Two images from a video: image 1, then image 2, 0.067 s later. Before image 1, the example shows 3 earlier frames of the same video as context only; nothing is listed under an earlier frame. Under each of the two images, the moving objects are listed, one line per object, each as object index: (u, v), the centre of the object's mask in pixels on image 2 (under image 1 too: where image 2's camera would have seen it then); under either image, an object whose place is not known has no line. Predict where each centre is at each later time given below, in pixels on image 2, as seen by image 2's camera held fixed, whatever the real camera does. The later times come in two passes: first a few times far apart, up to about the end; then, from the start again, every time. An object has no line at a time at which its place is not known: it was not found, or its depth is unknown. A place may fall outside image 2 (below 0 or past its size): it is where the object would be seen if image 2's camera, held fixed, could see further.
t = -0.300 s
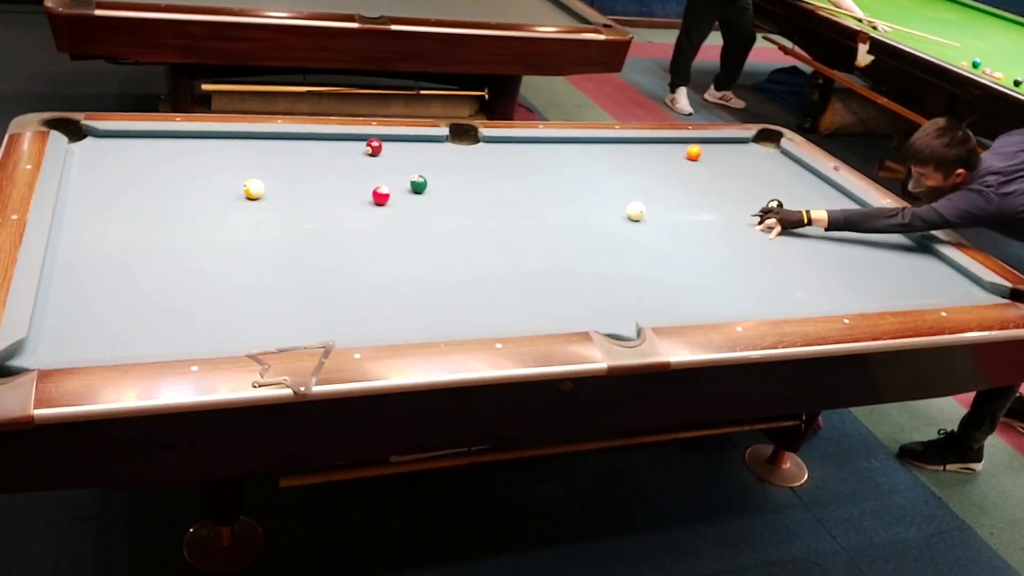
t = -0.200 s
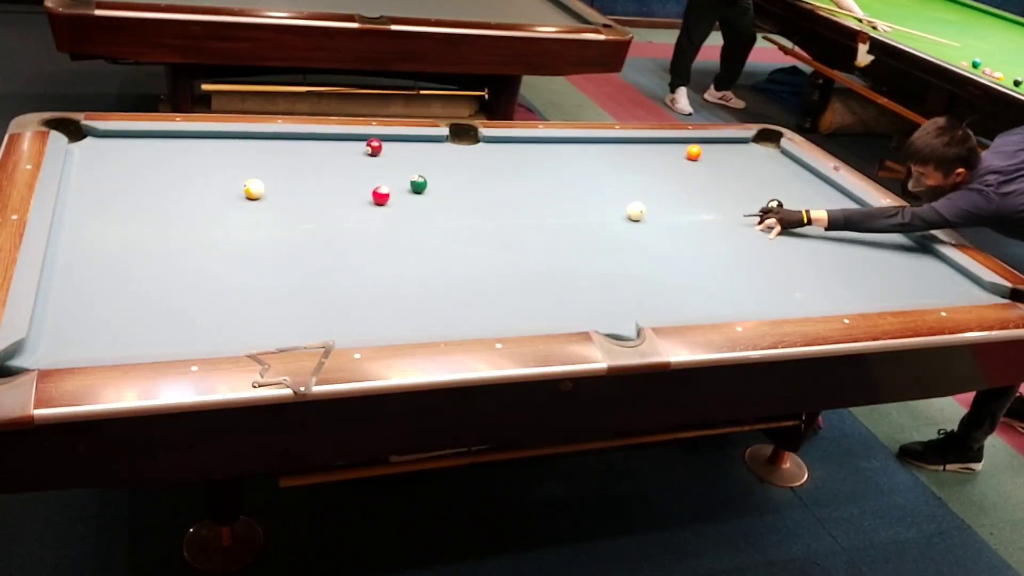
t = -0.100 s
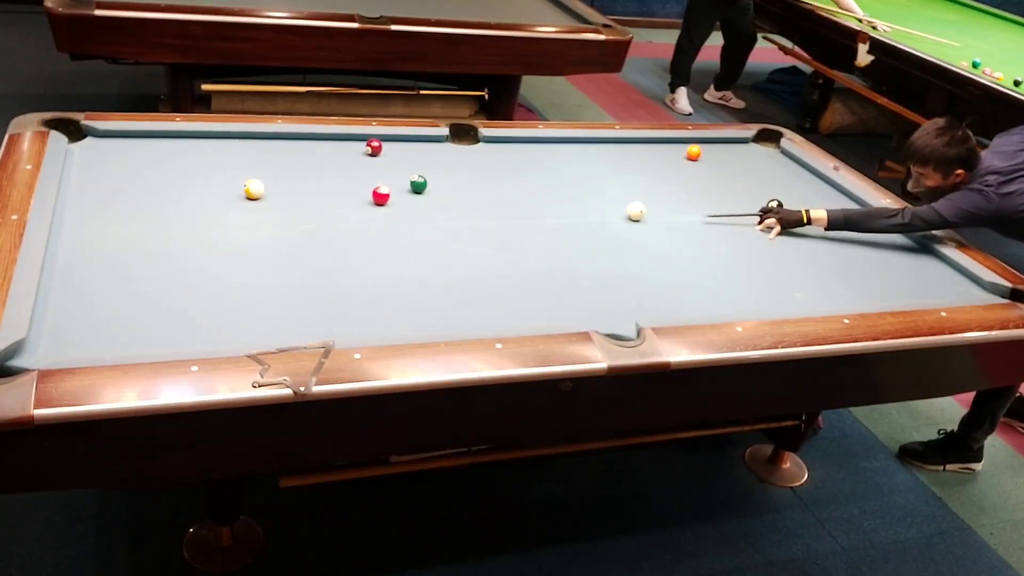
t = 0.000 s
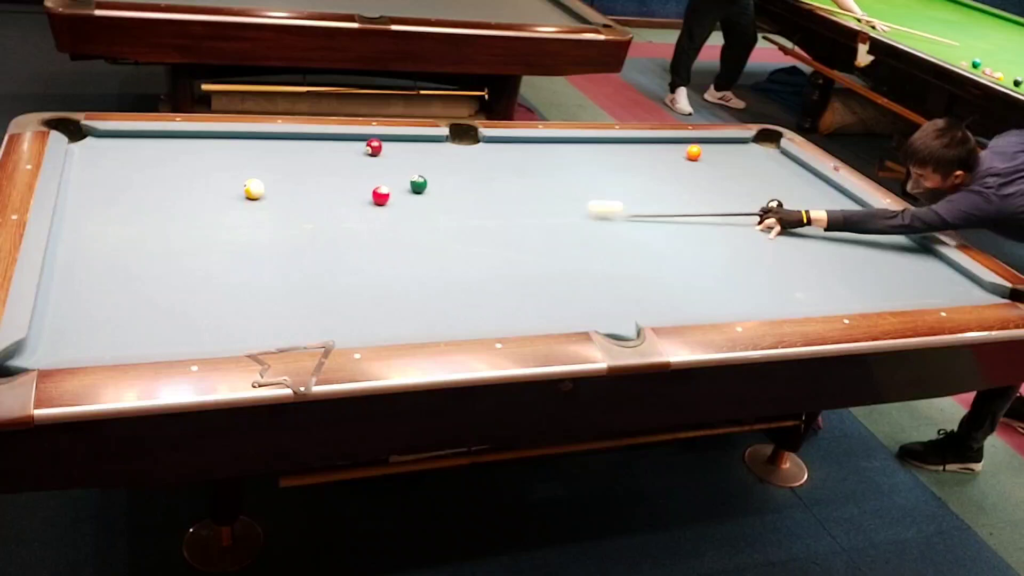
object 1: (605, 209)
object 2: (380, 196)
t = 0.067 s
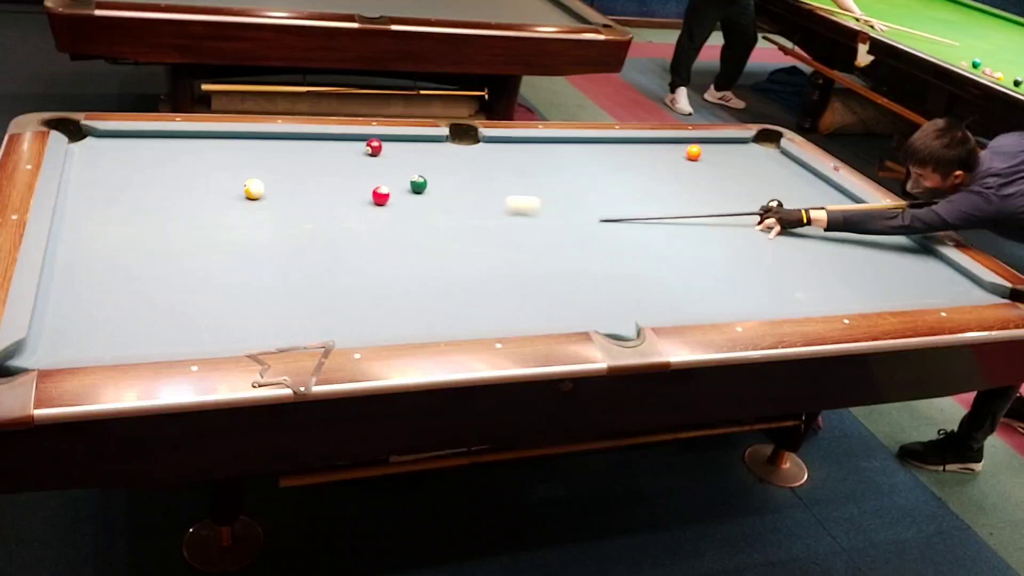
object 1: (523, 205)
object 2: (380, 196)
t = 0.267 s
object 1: (391, 211)
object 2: (271, 175)
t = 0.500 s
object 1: (383, 235)
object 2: (74, 132)
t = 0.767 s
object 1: (372, 266)
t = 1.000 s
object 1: (362, 296)
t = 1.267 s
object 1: (350, 330)
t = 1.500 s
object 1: (349, 320)
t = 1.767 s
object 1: (347, 304)
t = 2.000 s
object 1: (345, 292)
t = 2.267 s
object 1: (344, 280)
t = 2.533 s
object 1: (342, 269)
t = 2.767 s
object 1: (342, 261)
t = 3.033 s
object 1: (340, 253)
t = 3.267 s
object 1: (340, 247)
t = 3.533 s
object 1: (339, 241)
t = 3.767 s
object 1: (338, 237)
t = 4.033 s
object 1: (337, 233)
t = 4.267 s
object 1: (336, 230)
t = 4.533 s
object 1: (335, 228)
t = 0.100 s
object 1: (481, 203)
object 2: (380, 196)
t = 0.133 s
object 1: (442, 200)
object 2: (381, 196)
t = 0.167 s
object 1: (402, 199)
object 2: (378, 195)
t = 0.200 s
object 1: (396, 203)
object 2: (343, 188)
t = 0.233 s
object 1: (393, 207)
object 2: (306, 182)
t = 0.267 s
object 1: (391, 211)
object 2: (271, 175)
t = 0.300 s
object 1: (390, 214)
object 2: (235, 168)
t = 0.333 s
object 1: (388, 218)
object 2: (201, 162)
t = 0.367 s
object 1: (387, 221)
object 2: (169, 157)
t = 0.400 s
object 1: (386, 224)
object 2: (137, 151)
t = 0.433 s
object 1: (385, 228)
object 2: (107, 144)
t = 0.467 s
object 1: (384, 232)
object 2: (79, 139)
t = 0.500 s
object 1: (383, 235)
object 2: (74, 132)
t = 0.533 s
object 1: (381, 239)
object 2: (70, 128)
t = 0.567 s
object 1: (380, 243)
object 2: (63, 130)
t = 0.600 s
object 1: (379, 247)
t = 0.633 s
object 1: (378, 250)
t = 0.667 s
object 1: (376, 254)
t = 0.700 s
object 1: (375, 258)
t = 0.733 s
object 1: (374, 262)
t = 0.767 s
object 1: (372, 266)
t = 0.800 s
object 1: (371, 270)
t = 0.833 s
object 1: (370, 275)
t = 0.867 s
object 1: (368, 279)
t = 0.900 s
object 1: (367, 283)
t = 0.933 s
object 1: (365, 287)
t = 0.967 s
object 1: (364, 292)
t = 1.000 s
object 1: (362, 296)
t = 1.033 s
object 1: (361, 300)
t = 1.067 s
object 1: (359, 305)
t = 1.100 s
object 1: (358, 310)
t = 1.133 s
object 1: (356, 315)
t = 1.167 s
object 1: (355, 320)
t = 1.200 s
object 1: (353, 324)
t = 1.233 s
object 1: (352, 327)
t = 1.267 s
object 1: (350, 330)
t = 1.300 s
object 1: (349, 329)
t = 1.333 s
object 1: (349, 328)
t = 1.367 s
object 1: (349, 326)
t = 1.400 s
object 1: (349, 325)
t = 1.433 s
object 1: (349, 324)
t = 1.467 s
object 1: (349, 321)
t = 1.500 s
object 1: (349, 320)
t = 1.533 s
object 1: (348, 318)
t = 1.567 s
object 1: (348, 315)
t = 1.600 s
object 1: (348, 314)
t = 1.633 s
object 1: (348, 312)
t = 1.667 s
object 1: (347, 310)
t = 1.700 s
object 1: (347, 308)
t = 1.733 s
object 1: (347, 306)
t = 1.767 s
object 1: (347, 304)
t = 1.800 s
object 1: (346, 302)
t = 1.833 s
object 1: (346, 300)
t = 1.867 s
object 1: (346, 299)
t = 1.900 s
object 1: (346, 297)
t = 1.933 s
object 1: (346, 295)
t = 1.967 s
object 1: (346, 294)
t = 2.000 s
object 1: (345, 292)
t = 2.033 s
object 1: (345, 291)
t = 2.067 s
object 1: (345, 289)
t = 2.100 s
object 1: (345, 287)
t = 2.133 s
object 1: (345, 286)
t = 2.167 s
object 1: (344, 284)
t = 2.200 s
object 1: (344, 283)
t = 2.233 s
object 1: (344, 281)
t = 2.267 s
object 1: (344, 280)
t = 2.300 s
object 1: (344, 279)
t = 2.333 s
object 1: (344, 277)
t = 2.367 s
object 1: (344, 276)
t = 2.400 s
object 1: (343, 275)
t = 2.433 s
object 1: (343, 273)
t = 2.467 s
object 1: (343, 272)
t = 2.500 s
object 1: (343, 271)
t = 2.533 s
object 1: (342, 269)
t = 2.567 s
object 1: (342, 268)
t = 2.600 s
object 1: (342, 267)
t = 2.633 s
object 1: (342, 266)
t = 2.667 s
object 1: (342, 265)
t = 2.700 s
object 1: (342, 263)
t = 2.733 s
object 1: (341, 262)
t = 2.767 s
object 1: (342, 261)
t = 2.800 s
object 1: (341, 260)
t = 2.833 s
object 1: (341, 259)
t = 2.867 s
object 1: (341, 258)
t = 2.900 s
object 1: (341, 257)
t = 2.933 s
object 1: (341, 256)
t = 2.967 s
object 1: (341, 255)
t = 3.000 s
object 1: (340, 254)
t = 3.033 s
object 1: (340, 253)
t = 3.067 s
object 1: (340, 252)
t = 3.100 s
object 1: (340, 251)
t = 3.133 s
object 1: (340, 250)
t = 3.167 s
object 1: (340, 250)
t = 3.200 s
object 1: (340, 249)
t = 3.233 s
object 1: (340, 248)
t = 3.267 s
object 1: (340, 247)
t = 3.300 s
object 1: (340, 246)
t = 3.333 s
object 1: (340, 246)
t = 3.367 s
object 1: (340, 245)
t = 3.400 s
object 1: (340, 244)
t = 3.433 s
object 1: (340, 243)
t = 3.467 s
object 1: (339, 243)
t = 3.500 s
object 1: (339, 242)
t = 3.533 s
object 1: (339, 241)
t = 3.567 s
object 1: (339, 240)
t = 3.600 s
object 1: (339, 240)
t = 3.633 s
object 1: (339, 239)
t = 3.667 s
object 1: (338, 239)
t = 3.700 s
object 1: (338, 238)
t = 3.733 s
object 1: (338, 237)
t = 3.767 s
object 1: (338, 237)
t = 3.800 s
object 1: (338, 236)
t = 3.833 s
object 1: (338, 236)
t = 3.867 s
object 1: (337, 235)
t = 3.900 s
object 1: (337, 235)
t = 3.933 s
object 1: (337, 234)
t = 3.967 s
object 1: (337, 234)
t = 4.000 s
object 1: (337, 233)
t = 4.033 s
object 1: (337, 233)
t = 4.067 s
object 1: (337, 233)
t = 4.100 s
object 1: (337, 232)
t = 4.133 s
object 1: (337, 232)
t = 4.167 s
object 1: (336, 231)
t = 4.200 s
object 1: (336, 231)
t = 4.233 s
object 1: (336, 231)
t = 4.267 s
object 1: (336, 230)
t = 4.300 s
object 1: (336, 230)
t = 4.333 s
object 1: (336, 230)
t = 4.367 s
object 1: (336, 229)
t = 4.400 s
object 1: (336, 229)
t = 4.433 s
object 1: (336, 229)
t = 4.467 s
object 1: (335, 229)
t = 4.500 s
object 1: (335, 228)
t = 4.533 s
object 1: (335, 228)
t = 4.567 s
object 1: (335, 228)
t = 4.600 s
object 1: (335, 228)
